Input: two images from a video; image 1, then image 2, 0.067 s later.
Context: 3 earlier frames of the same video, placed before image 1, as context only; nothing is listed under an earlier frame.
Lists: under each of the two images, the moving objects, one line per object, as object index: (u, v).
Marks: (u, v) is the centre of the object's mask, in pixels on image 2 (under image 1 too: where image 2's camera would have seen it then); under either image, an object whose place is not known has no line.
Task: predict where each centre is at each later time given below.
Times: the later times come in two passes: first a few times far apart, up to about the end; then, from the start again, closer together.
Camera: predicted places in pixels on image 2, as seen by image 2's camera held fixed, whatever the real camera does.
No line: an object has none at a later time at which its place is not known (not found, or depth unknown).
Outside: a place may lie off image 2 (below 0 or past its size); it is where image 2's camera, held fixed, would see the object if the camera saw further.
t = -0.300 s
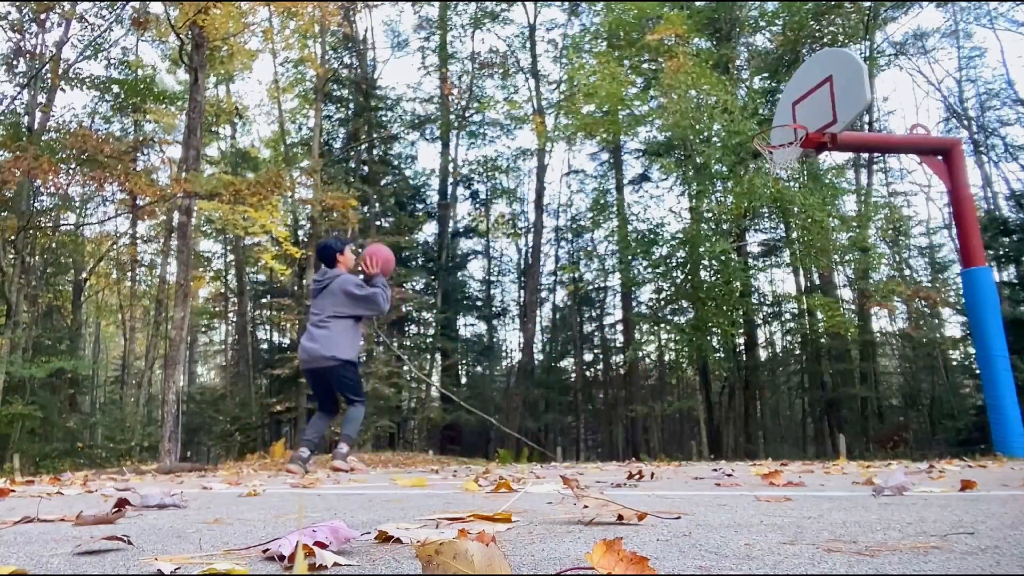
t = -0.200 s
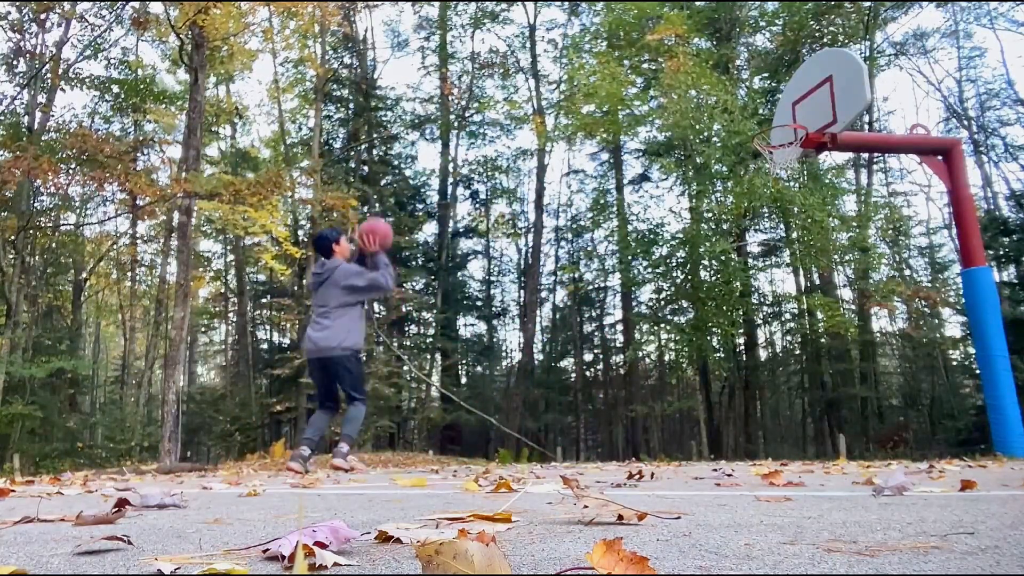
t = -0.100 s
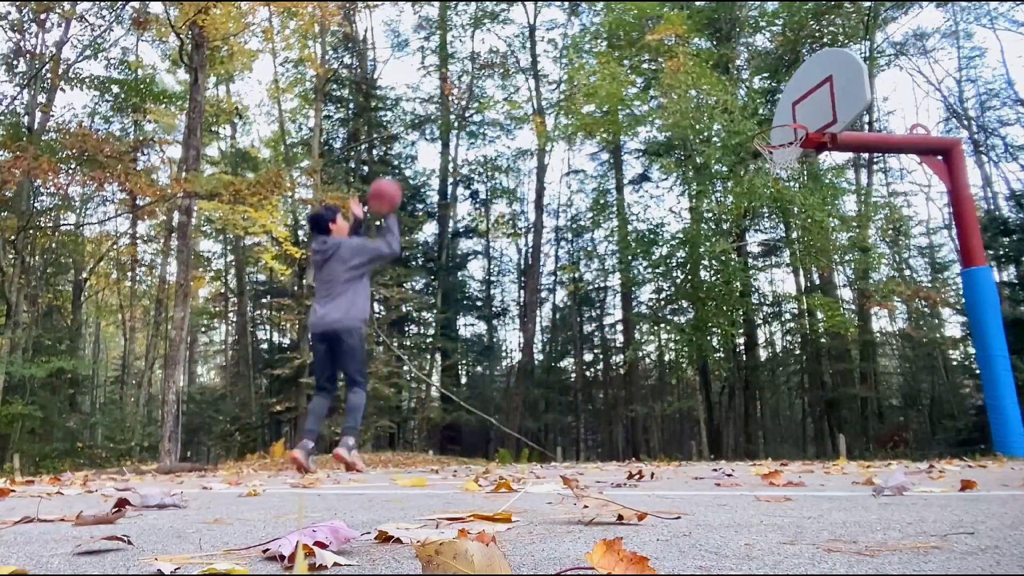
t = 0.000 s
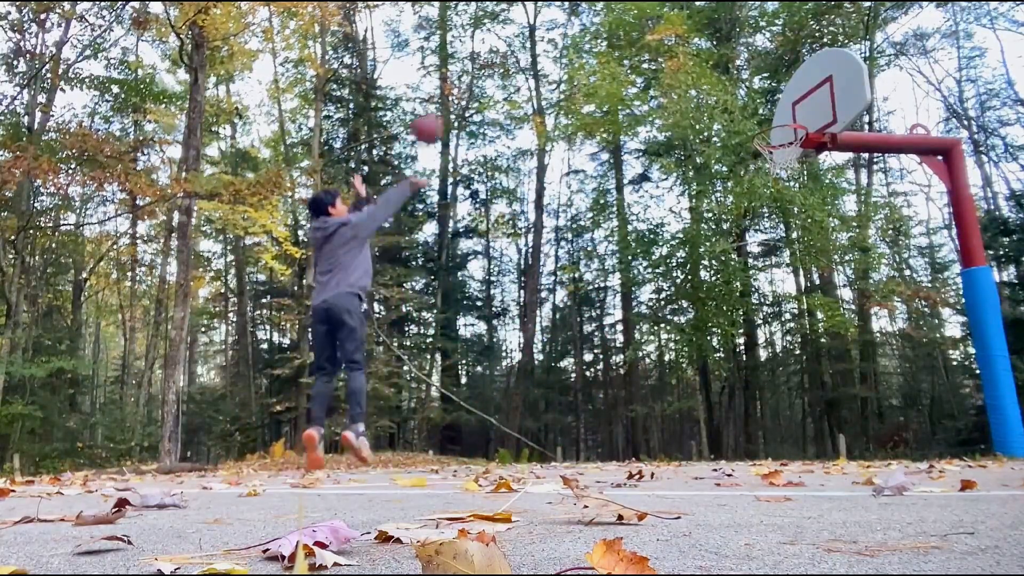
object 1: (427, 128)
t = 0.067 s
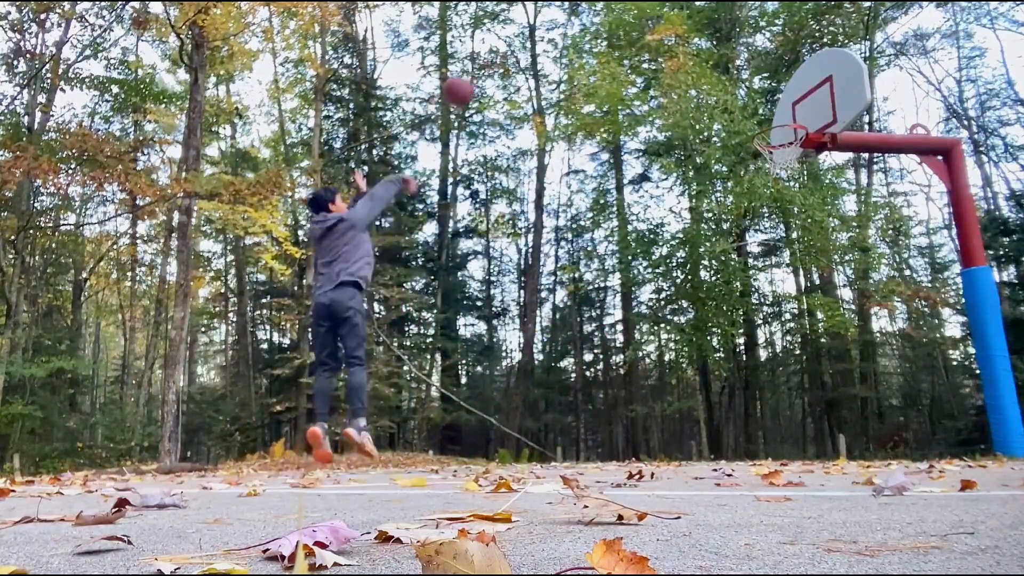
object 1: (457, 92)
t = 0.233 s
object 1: (529, 28)
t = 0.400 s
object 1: (593, 8)
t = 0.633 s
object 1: (671, 15)
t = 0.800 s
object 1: (726, 56)
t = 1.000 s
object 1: (790, 136)
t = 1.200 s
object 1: (789, 187)
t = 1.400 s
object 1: (780, 257)
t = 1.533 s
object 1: (784, 323)
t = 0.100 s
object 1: (474, 74)
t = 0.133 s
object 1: (489, 60)
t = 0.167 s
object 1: (502, 48)
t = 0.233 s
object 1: (529, 28)
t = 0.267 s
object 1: (542, 21)
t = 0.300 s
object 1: (557, 14)
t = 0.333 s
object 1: (568, 12)
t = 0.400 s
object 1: (593, 8)
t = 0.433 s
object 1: (604, 8)
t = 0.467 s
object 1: (617, 7)
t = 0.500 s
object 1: (627, 8)
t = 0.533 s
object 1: (638, 9)
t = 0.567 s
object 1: (650, 10)
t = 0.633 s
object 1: (671, 15)
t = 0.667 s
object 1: (683, 22)
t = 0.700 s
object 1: (694, 29)
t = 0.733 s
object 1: (705, 37)
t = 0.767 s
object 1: (716, 47)
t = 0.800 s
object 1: (726, 56)
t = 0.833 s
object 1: (737, 67)
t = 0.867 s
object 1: (747, 79)
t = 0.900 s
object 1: (759, 92)
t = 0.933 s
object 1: (769, 106)
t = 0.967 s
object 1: (779, 121)
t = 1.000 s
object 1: (790, 136)
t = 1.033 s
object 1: (799, 151)
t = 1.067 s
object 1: (798, 159)
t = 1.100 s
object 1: (798, 165)
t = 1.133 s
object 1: (795, 171)
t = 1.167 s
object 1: (792, 178)
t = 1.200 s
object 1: (789, 187)
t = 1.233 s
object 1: (787, 197)
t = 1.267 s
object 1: (786, 207)
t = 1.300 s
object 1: (785, 218)
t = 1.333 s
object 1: (783, 231)
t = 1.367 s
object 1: (781, 244)
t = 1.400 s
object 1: (780, 257)
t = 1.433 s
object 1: (778, 273)
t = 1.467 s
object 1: (780, 291)
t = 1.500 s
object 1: (782, 308)
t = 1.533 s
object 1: (784, 323)
